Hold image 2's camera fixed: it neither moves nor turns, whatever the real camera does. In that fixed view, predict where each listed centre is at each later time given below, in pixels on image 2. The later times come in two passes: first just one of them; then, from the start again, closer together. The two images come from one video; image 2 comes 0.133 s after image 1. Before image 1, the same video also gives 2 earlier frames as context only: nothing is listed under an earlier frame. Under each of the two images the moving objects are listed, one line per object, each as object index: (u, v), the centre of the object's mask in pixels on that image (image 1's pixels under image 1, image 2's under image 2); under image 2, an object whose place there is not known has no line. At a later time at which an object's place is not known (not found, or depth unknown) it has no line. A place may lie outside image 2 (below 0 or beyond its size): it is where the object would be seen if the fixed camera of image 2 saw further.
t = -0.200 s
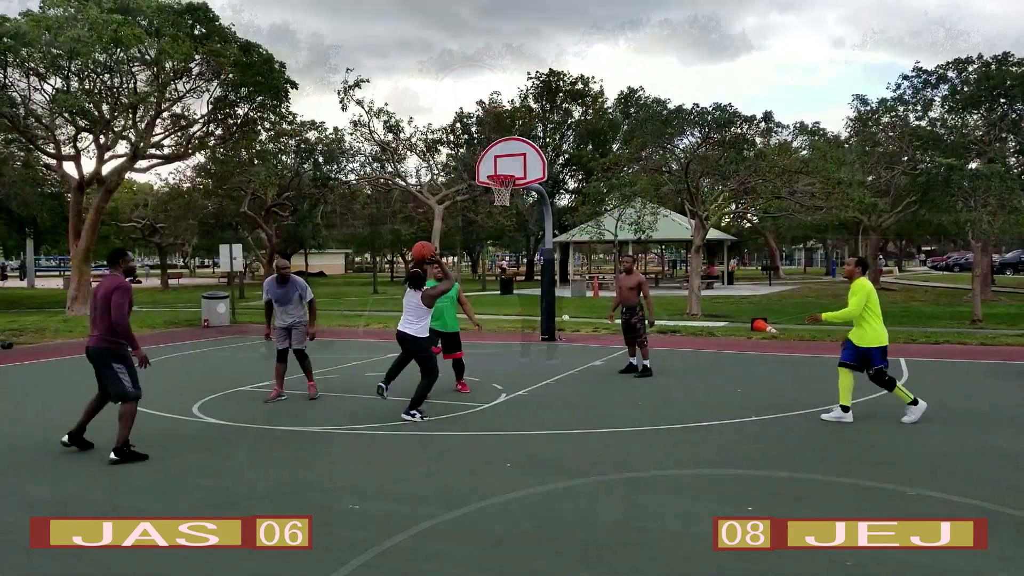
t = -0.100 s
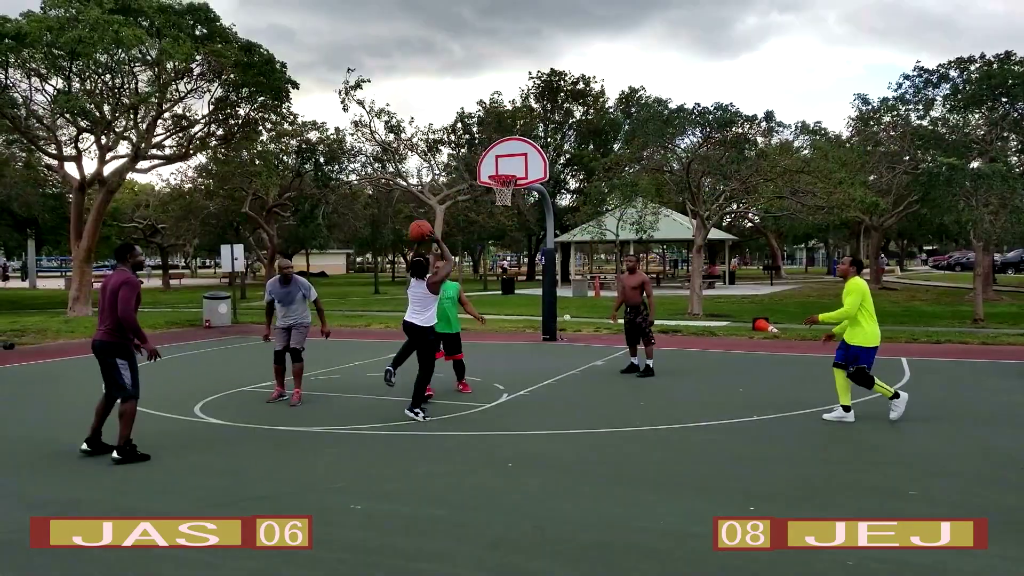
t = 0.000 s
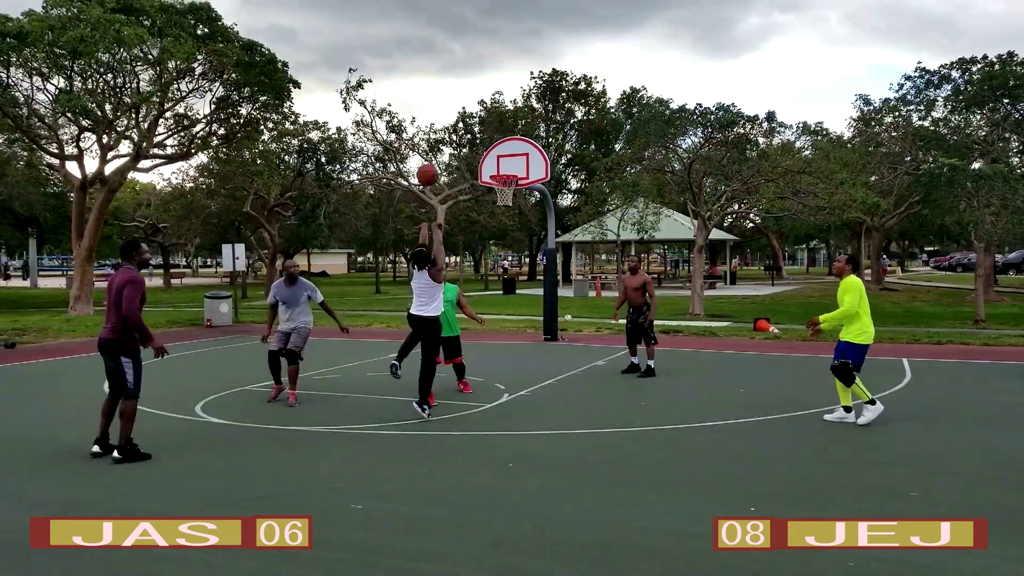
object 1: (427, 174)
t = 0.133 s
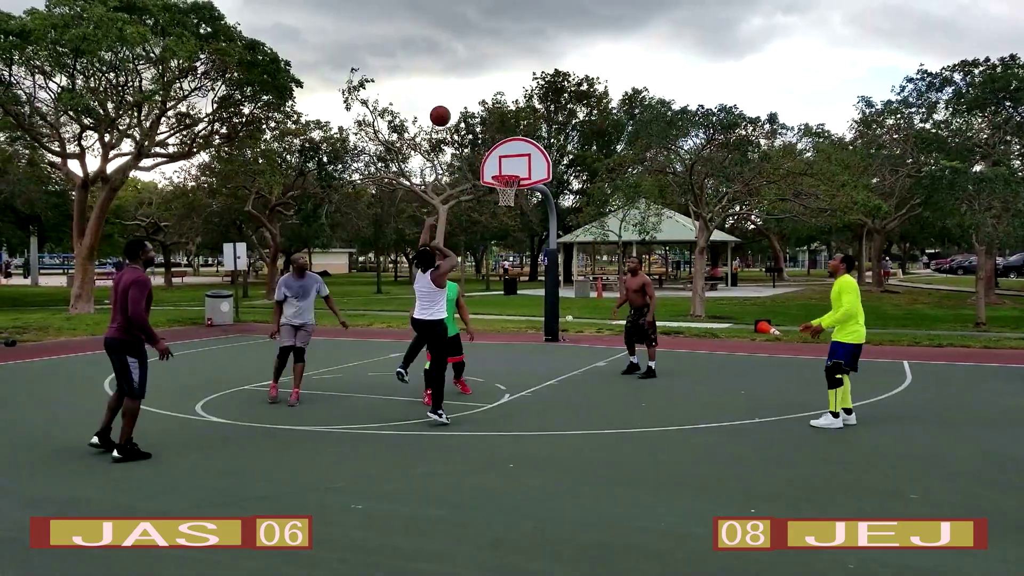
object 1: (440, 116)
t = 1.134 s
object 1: (489, 166)
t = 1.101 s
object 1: (488, 155)
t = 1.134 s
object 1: (489, 166)
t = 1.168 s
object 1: (486, 169)
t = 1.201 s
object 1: (476, 165)
